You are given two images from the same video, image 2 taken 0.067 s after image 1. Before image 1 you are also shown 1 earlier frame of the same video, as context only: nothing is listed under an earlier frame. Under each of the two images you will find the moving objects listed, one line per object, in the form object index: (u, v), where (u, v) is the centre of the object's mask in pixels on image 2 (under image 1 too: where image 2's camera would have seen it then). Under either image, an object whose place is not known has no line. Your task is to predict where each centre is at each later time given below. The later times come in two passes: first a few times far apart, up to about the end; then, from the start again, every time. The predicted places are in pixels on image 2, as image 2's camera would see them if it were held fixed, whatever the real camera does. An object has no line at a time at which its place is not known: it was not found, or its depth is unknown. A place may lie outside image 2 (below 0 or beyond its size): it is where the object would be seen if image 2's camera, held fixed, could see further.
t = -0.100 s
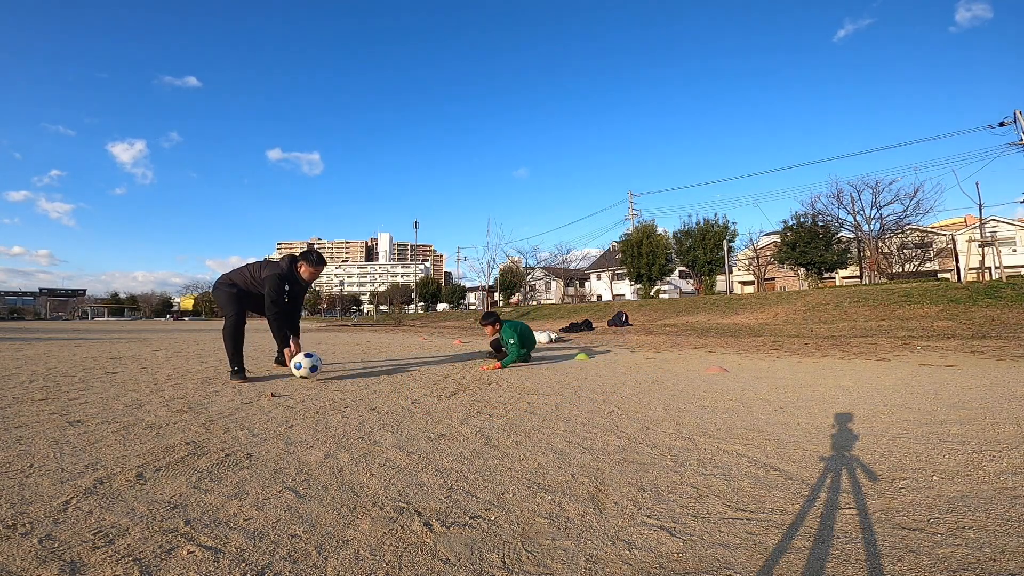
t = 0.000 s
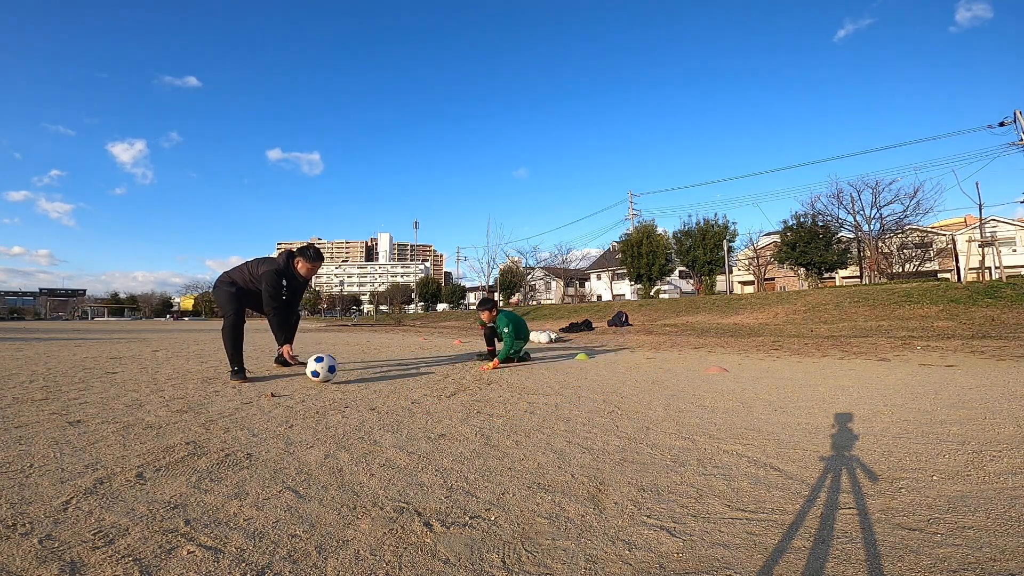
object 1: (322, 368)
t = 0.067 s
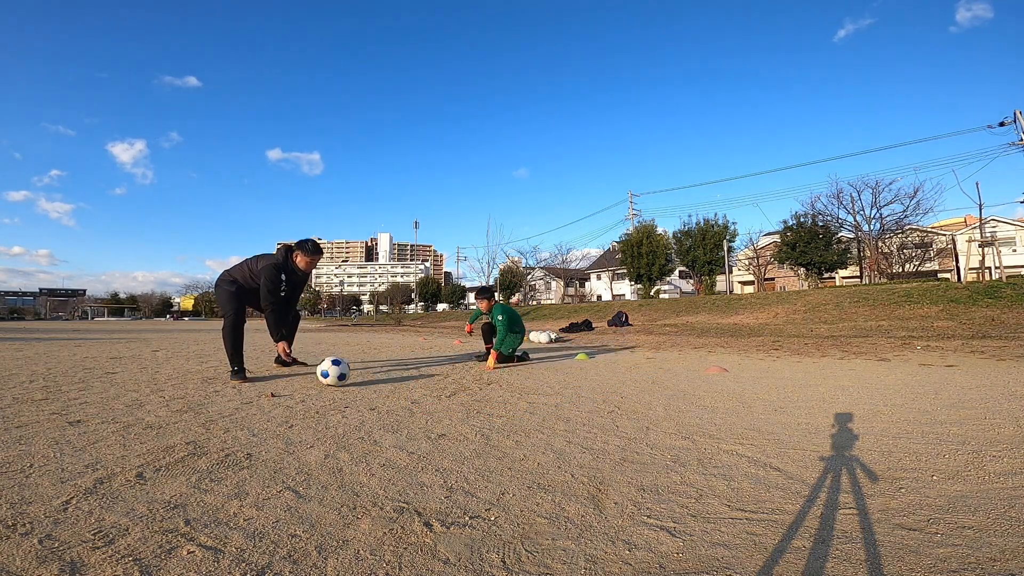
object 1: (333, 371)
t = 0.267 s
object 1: (372, 377)
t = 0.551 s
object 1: (437, 383)
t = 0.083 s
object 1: (336, 372)
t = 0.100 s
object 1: (339, 372)
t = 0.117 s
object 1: (342, 372)
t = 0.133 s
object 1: (346, 372)
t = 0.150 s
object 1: (349, 373)
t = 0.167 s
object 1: (352, 374)
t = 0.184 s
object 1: (355, 375)
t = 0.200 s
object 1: (359, 375)
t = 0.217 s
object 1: (362, 375)
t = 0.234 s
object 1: (365, 376)
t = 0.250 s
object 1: (368, 377)
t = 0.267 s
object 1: (372, 377)
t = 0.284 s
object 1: (375, 378)
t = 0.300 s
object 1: (378, 378)
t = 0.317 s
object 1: (382, 379)
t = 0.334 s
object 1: (386, 379)
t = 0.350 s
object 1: (389, 379)
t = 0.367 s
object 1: (393, 380)
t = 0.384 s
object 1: (397, 381)
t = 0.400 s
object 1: (401, 380)
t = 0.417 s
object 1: (405, 380)
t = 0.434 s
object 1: (408, 380)
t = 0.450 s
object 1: (412, 380)
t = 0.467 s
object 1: (417, 381)
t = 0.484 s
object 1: (421, 383)
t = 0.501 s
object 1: (425, 385)
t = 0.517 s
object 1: (429, 384)
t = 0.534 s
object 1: (433, 383)
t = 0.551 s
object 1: (437, 383)
